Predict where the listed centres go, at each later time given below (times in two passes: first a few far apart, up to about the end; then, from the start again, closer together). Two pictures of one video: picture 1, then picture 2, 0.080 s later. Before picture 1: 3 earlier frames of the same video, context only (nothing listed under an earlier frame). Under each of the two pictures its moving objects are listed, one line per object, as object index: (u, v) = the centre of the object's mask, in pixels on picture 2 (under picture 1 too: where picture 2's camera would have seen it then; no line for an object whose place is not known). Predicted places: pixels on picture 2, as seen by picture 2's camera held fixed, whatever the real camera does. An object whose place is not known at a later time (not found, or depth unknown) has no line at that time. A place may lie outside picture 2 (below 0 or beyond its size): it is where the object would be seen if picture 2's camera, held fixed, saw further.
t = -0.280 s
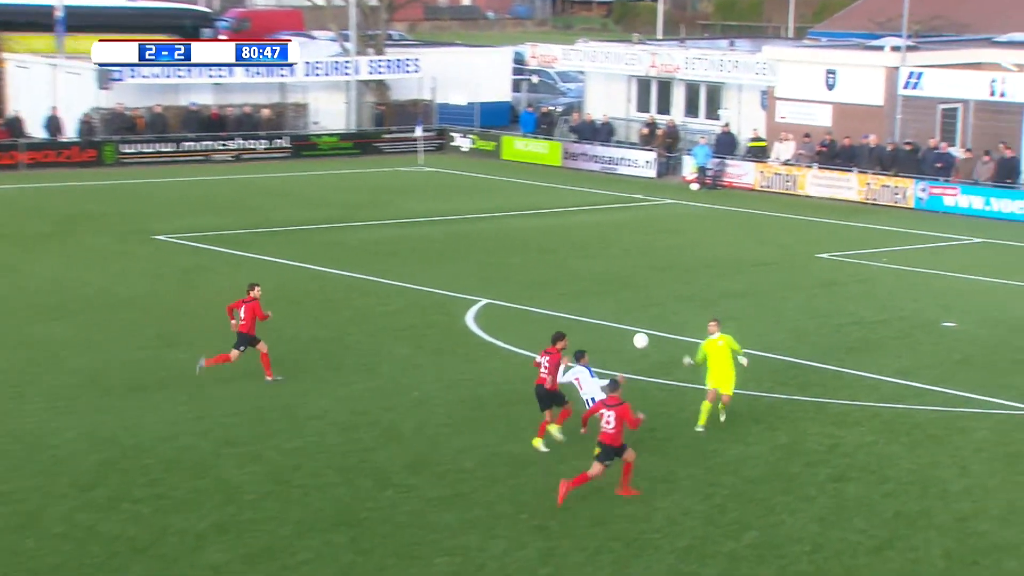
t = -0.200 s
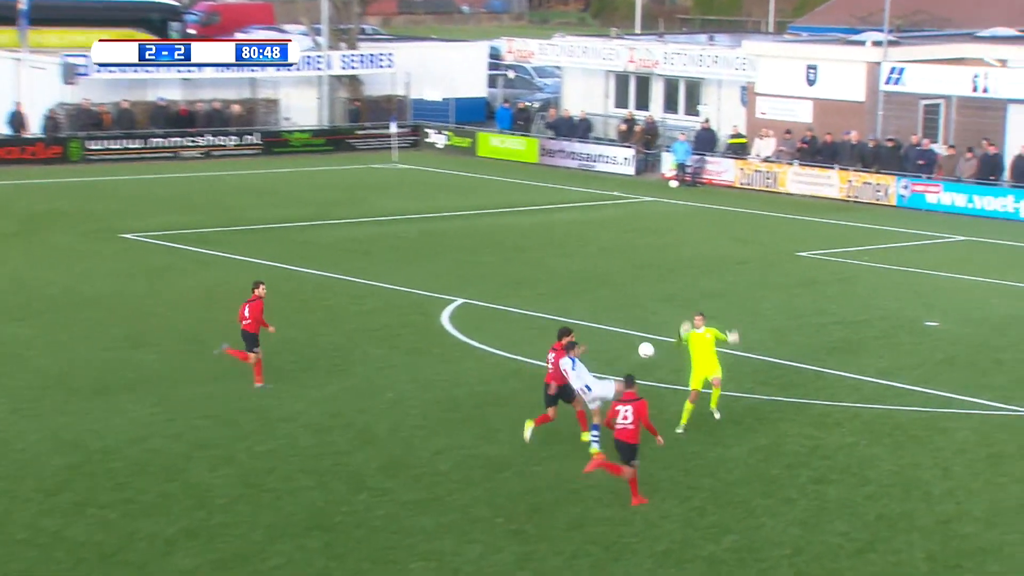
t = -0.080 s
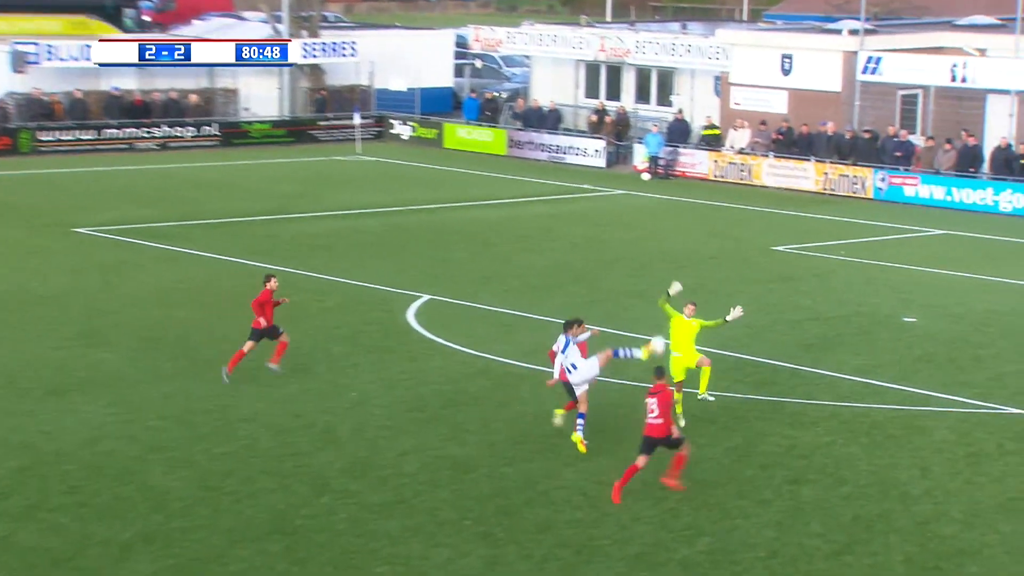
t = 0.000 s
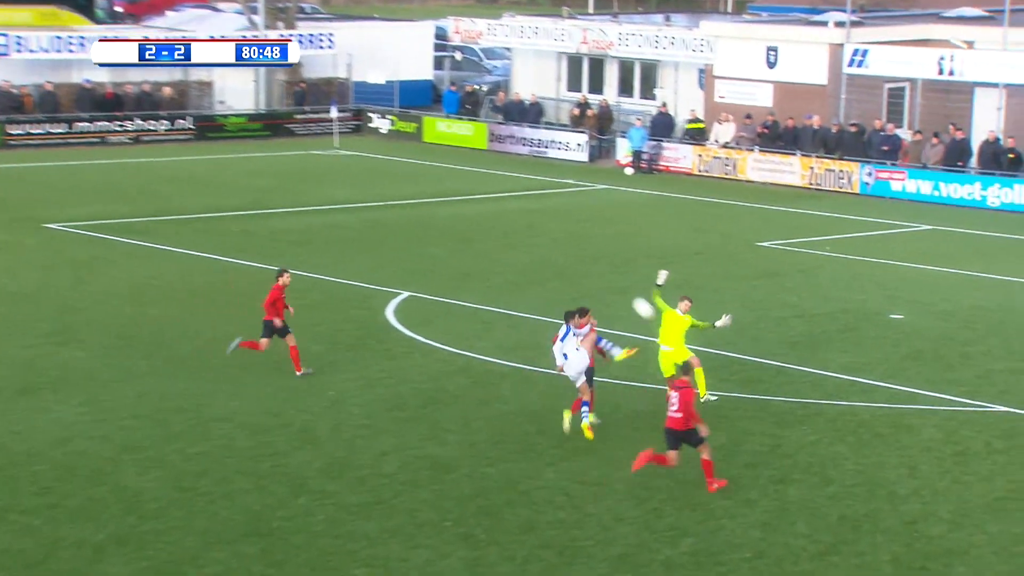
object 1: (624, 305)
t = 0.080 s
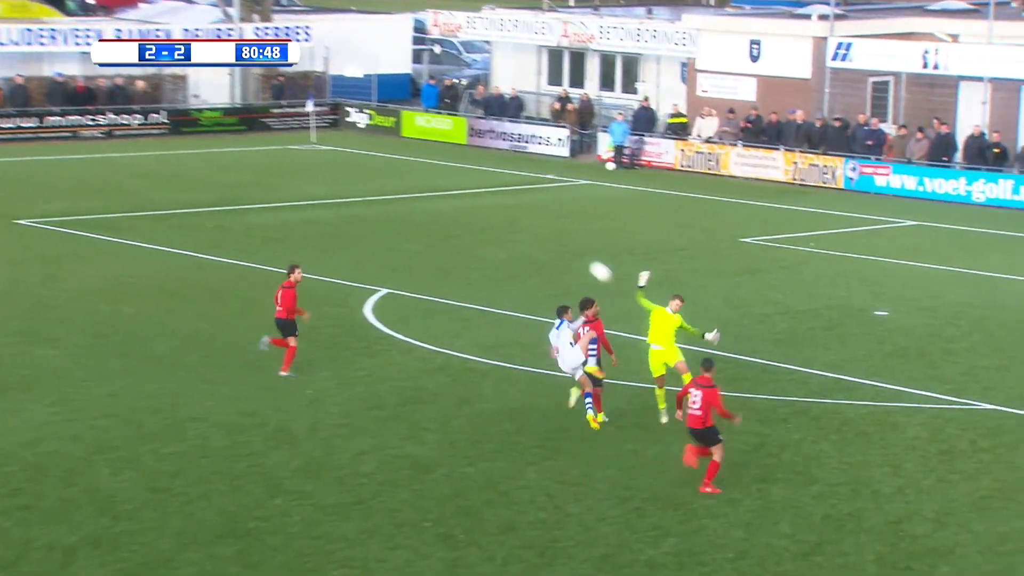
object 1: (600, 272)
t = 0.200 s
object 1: (562, 231)
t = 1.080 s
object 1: (363, 282)
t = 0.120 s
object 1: (587, 257)
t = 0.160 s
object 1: (575, 243)
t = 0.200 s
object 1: (562, 231)
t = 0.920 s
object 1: (393, 230)
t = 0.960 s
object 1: (386, 242)
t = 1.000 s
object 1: (378, 254)
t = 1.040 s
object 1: (371, 268)
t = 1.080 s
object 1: (363, 282)
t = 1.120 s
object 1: (355, 297)
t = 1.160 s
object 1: (347, 314)
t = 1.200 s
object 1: (340, 330)
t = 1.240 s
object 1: (332, 348)
